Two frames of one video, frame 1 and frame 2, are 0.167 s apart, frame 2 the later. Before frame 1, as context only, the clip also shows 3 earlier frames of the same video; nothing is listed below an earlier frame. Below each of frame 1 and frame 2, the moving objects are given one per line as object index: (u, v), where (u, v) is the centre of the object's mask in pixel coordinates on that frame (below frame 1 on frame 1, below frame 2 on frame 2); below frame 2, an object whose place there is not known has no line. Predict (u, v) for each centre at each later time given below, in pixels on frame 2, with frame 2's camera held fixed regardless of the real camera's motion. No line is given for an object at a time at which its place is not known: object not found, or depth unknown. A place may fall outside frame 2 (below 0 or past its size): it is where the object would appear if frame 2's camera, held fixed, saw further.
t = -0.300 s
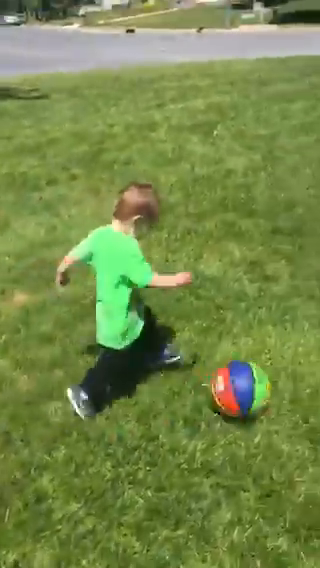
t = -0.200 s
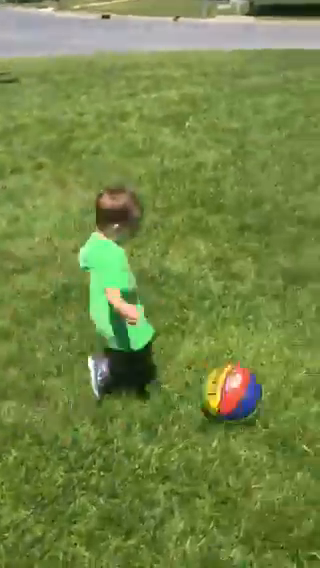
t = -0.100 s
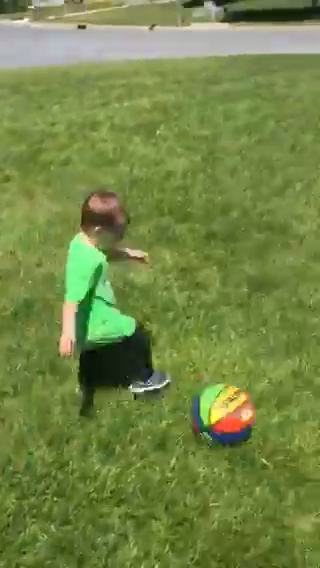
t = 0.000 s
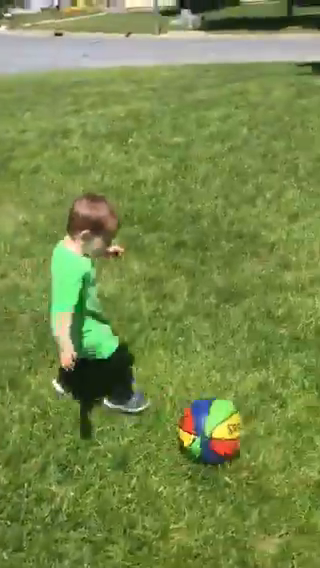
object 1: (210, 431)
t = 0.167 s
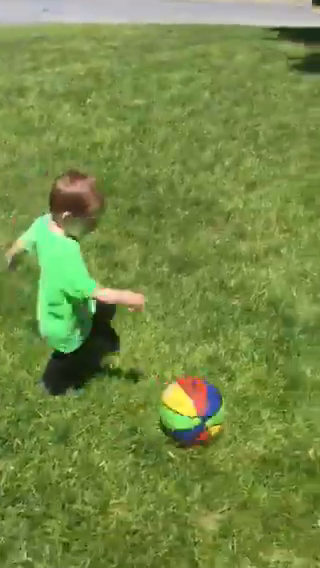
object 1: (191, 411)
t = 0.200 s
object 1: (199, 412)
